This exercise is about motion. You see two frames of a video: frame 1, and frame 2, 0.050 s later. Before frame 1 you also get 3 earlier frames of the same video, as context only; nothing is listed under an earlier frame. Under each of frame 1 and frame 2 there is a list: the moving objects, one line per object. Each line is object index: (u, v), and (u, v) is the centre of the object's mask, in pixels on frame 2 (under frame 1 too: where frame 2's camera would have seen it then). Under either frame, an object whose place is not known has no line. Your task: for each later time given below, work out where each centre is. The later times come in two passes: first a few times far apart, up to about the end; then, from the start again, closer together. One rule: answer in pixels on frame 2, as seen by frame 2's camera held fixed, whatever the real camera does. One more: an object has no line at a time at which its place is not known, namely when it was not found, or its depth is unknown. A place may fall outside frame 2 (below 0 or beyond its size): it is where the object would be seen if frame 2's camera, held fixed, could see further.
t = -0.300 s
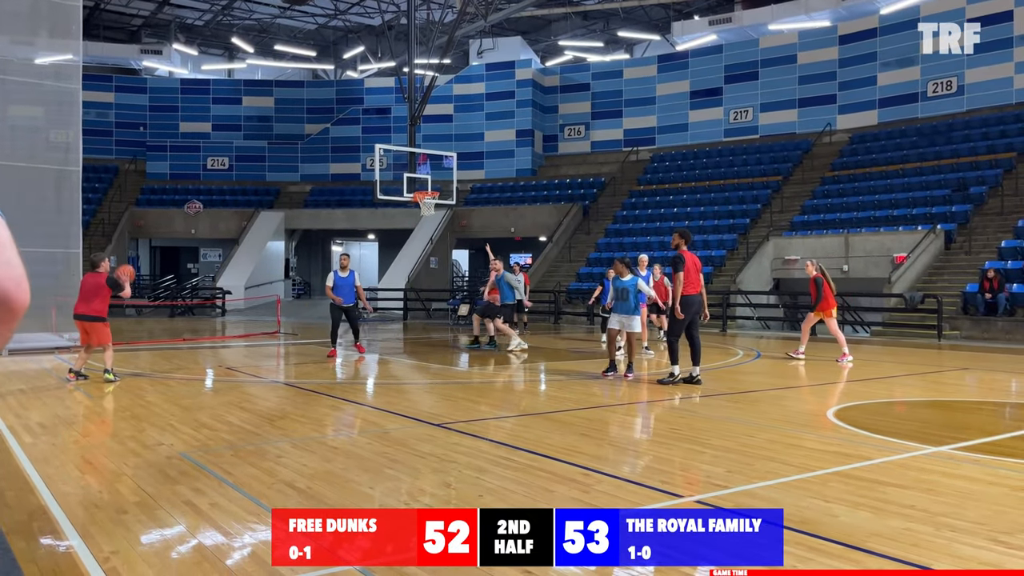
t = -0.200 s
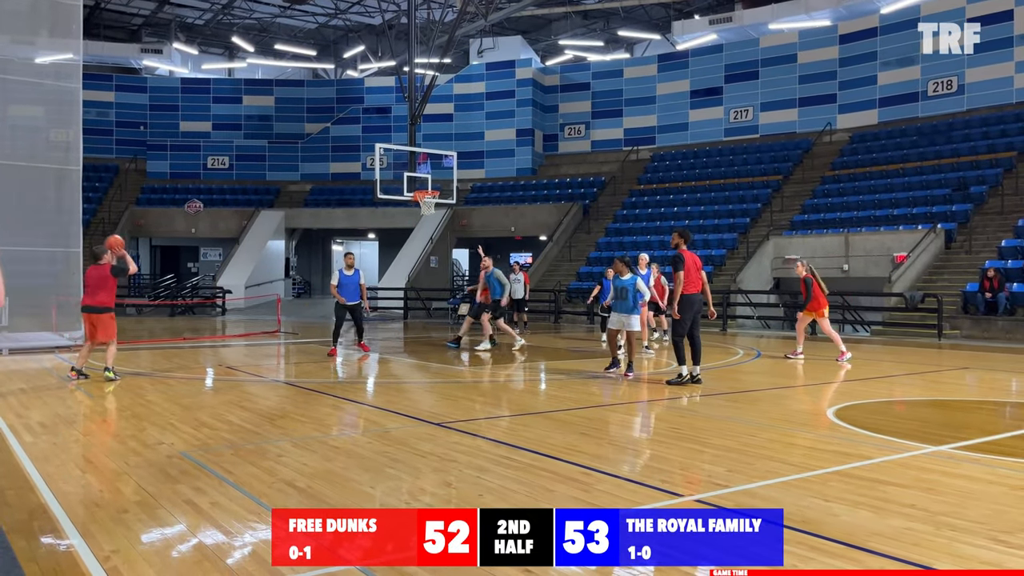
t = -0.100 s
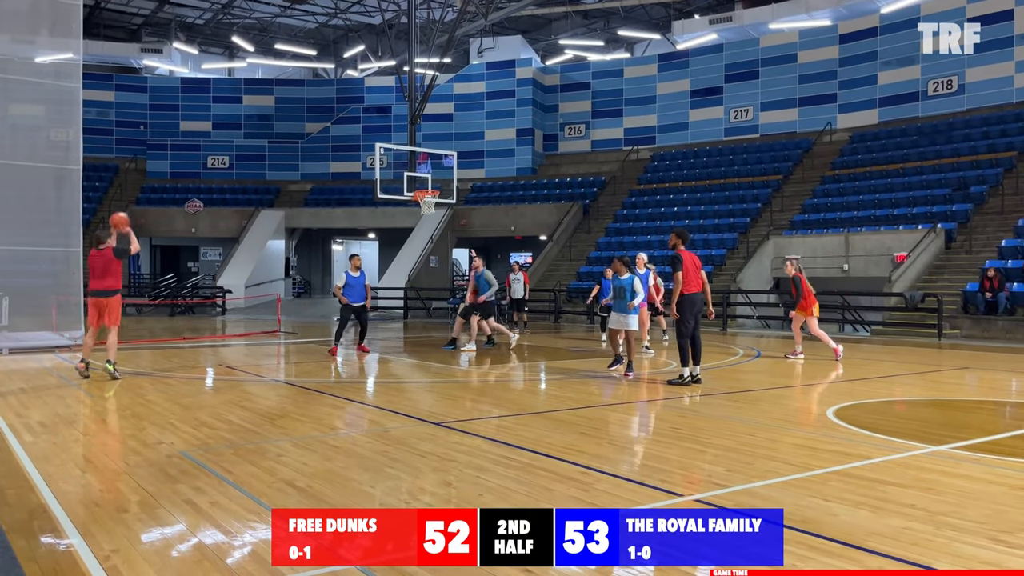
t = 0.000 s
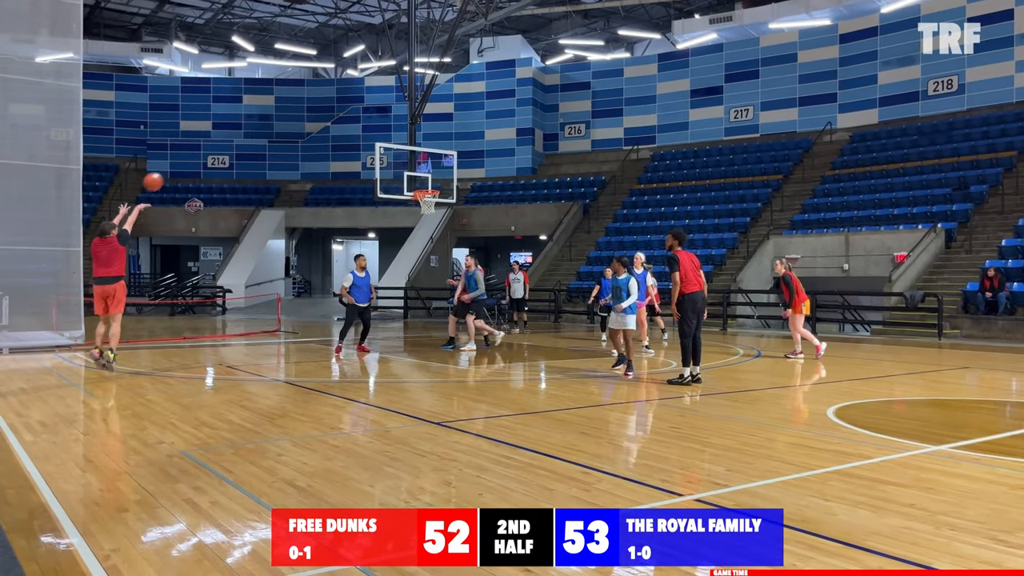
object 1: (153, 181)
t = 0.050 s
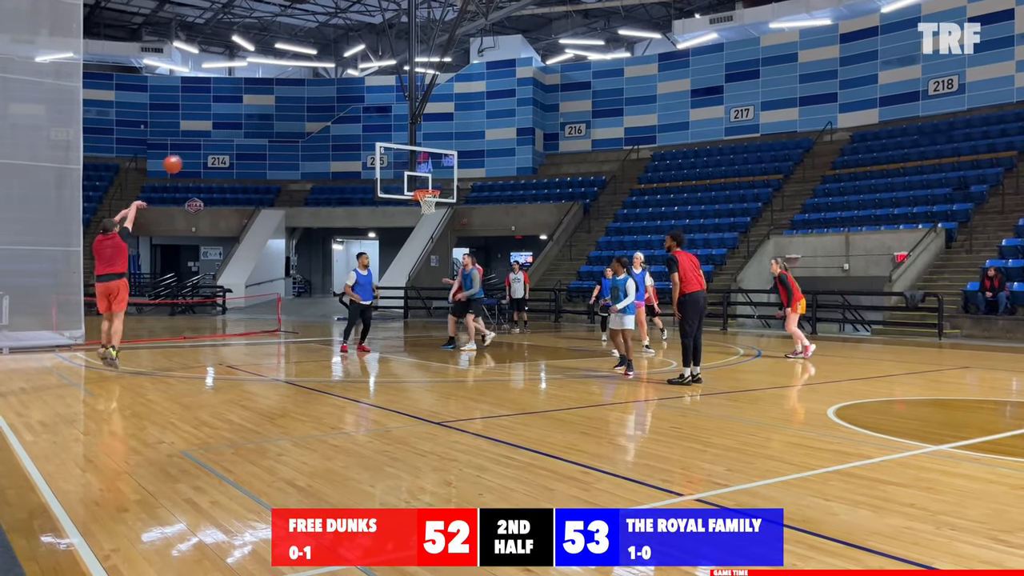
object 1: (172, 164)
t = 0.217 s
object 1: (230, 125)
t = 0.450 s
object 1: (298, 107)
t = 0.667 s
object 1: (351, 118)
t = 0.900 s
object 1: (398, 157)
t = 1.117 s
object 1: (419, 189)
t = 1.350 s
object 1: (407, 207)
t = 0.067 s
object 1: (178, 159)
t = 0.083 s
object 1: (185, 154)
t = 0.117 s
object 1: (197, 145)
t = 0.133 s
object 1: (202, 141)
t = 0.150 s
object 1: (208, 137)
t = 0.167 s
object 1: (214, 133)
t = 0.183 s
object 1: (219, 130)
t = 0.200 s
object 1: (225, 127)
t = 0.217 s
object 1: (230, 125)
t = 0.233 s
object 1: (236, 122)
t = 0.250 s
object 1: (241, 120)
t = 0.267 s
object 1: (246, 118)
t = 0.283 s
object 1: (251, 116)
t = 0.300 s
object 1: (257, 114)
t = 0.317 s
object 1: (262, 112)
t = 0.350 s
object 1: (271, 110)
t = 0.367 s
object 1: (276, 109)
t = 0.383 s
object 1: (280, 108)
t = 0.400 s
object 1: (285, 107)
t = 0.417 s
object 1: (290, 107)
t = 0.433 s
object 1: (294, 106)
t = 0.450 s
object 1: (298, 107)
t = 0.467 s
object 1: (303, 107)
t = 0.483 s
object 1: (307, 107)
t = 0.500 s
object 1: (312, 107)
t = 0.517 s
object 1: (316, 108)
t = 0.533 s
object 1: (320, 108)
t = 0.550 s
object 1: (324, 109)
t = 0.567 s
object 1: (328, 110)
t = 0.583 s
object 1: (331, 111)
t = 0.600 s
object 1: (335, 113)
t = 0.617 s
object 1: (340, 114)
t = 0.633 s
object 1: (343, 115)
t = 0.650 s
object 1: (347, 117)
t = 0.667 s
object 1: (351, 118)
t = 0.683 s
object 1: (354, 121)
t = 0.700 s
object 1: (358, 123)
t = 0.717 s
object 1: (362, 125)
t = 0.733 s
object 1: (365, 127)
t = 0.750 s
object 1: (369, 130)
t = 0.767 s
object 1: (372, 132)
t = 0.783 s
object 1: (376, 135)
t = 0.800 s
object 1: (379, 137)
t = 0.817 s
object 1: (382, 141)
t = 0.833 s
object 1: (386, 144)
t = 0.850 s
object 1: (389, 147)
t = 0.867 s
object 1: (392, 150)
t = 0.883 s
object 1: (395, 154)
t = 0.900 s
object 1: (398, 157)
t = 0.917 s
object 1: (401, 160)
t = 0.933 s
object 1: (405, 164)
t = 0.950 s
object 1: (407, 167)
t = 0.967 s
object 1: (410, 172)
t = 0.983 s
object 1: (414, 175)
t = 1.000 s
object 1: (416, 180)
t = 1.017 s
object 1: (419, 184)
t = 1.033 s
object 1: (421, 188)
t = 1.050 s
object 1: (421, 189)
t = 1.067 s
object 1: (421, 189)
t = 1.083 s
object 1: (420, 189)
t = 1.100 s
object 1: (419, 189)
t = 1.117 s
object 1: (419, 189)
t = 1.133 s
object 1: (418, 189)
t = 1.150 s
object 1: (417, 190)
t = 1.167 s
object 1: (416, 190)
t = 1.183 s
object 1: (416, 190)
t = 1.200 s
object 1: (415, 191)
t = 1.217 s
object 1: (414, 193)
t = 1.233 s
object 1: (413, 193)
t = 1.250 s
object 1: (414, 195)
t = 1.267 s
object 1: (411, 197)
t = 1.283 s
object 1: (411, 198)
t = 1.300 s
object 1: (410, 200)
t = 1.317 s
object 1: (409, 202)
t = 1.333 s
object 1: (408, 204)
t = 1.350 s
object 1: (407, 207)
